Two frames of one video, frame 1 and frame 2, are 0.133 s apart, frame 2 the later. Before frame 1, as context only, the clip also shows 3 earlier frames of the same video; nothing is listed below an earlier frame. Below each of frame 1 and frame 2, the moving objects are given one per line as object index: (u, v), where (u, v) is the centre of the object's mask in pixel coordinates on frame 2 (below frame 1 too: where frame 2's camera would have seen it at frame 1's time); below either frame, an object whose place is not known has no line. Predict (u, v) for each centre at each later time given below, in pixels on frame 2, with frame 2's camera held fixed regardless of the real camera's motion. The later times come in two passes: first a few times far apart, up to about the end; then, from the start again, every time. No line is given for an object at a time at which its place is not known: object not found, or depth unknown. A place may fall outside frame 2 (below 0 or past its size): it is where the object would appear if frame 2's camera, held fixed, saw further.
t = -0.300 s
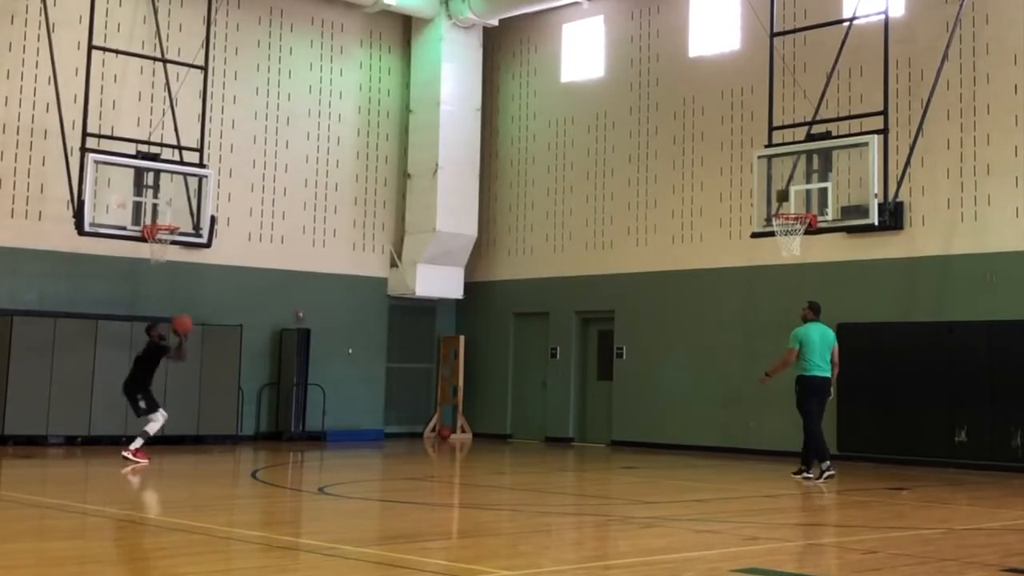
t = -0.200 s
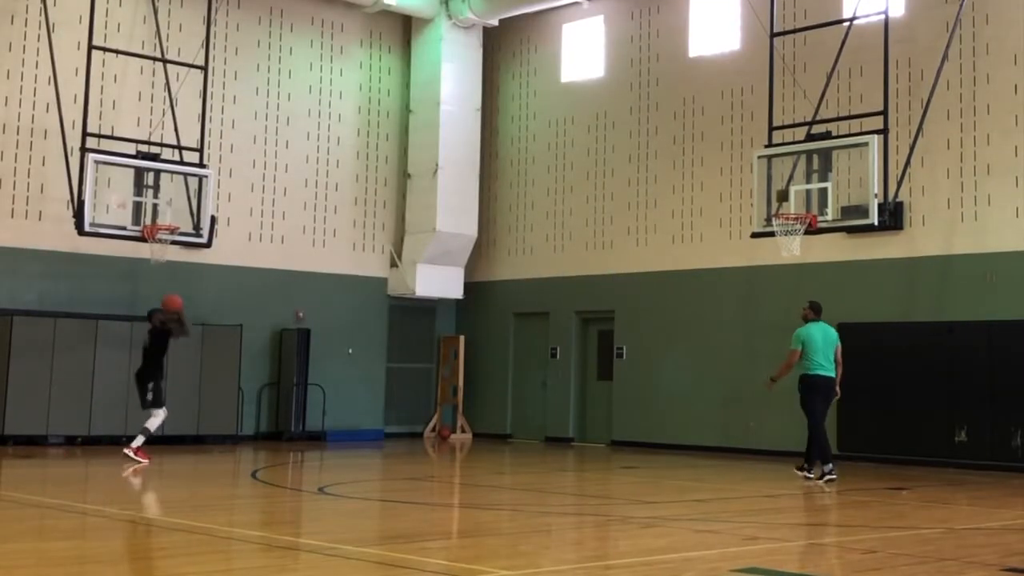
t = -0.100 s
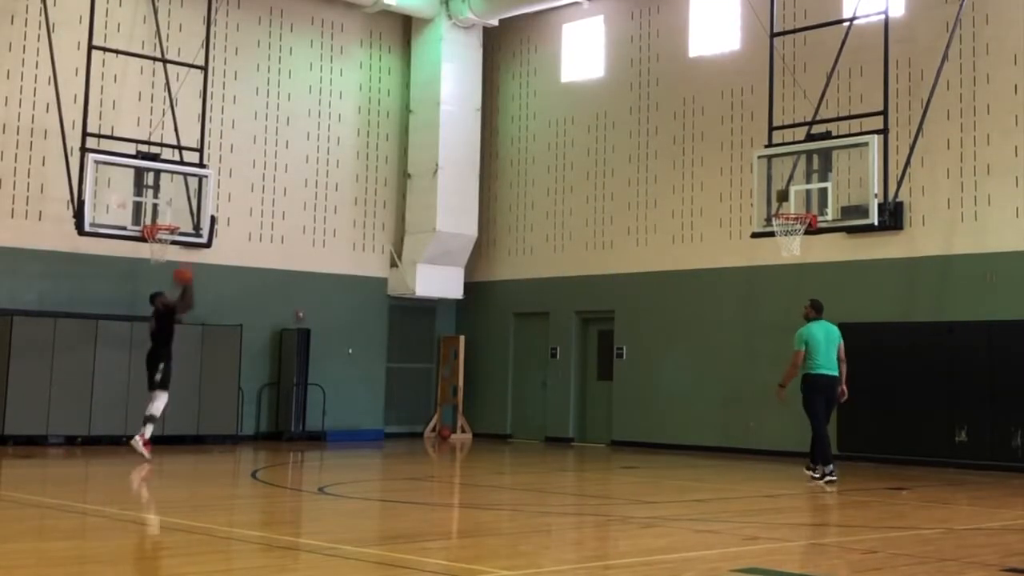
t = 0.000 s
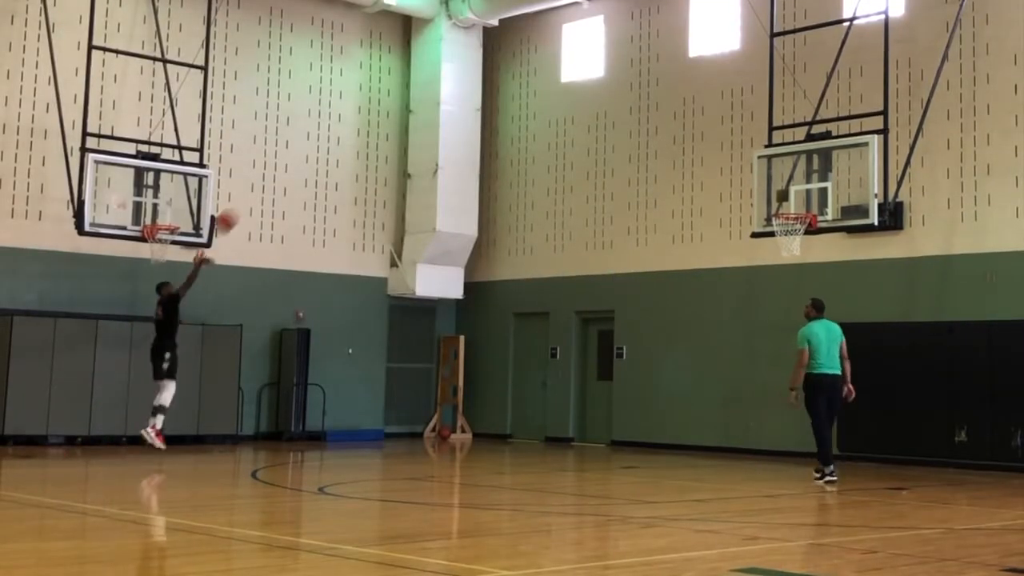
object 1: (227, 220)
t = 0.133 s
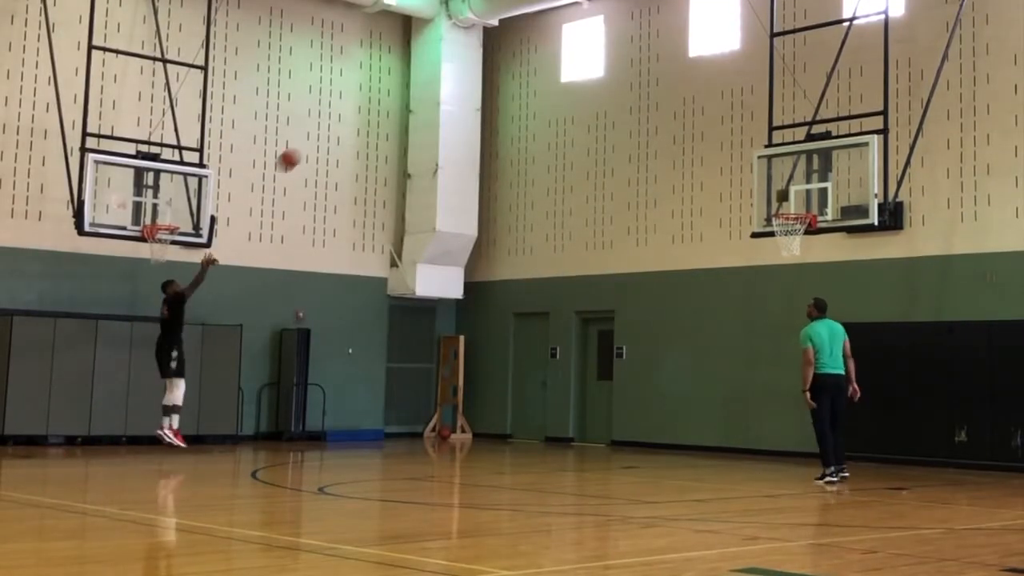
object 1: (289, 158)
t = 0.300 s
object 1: (365, 101)
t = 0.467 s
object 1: (437, 67)
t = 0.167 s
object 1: (305, 145)
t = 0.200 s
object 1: (320, 133)
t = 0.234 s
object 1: (336, 121)
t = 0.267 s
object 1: (350, 111)
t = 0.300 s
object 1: (365, 101)
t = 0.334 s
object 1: (380, 92)
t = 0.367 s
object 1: (396, 85)
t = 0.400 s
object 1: (410, 78)
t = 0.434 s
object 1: (425, 72)
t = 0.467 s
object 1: (437, 67)
